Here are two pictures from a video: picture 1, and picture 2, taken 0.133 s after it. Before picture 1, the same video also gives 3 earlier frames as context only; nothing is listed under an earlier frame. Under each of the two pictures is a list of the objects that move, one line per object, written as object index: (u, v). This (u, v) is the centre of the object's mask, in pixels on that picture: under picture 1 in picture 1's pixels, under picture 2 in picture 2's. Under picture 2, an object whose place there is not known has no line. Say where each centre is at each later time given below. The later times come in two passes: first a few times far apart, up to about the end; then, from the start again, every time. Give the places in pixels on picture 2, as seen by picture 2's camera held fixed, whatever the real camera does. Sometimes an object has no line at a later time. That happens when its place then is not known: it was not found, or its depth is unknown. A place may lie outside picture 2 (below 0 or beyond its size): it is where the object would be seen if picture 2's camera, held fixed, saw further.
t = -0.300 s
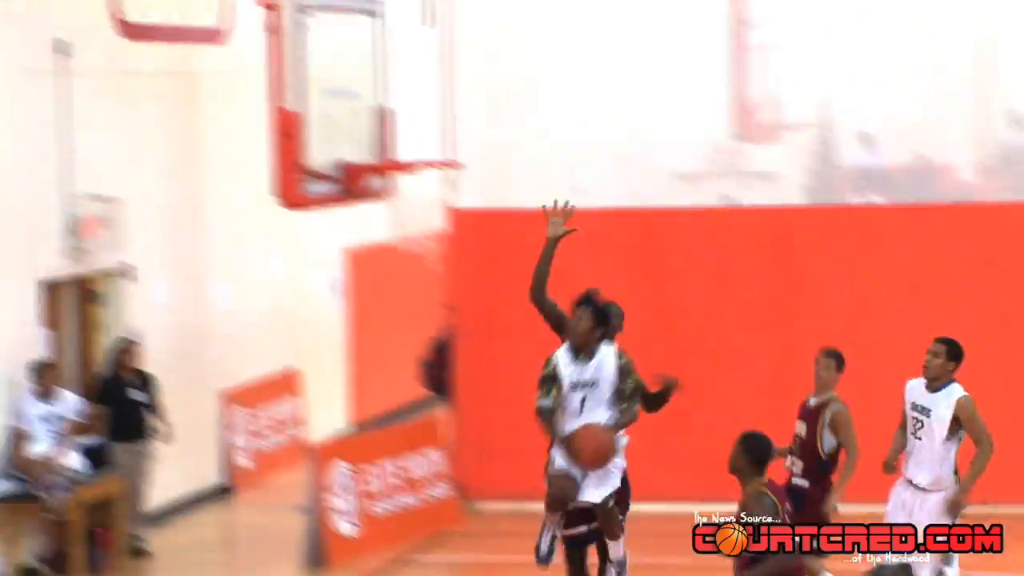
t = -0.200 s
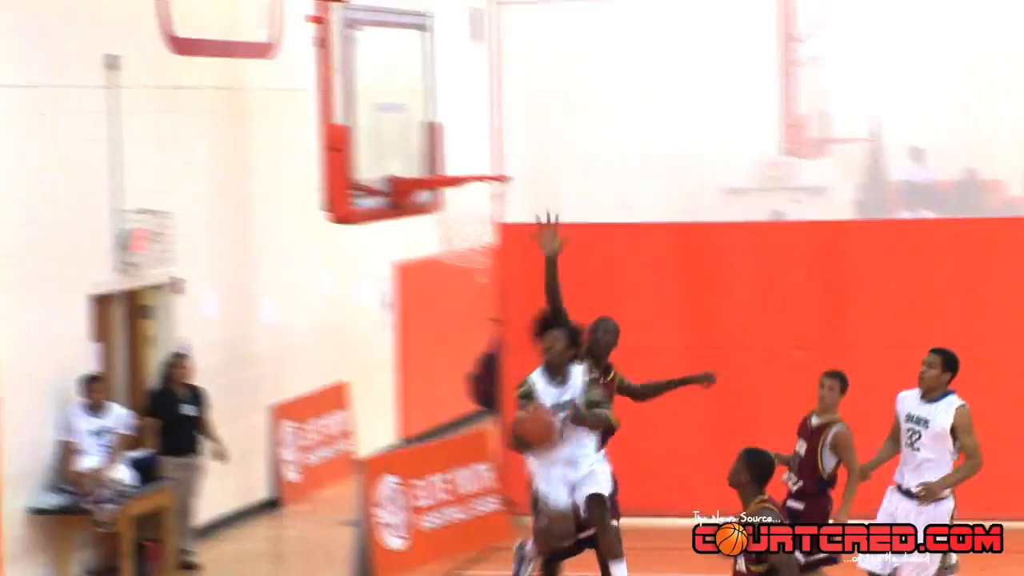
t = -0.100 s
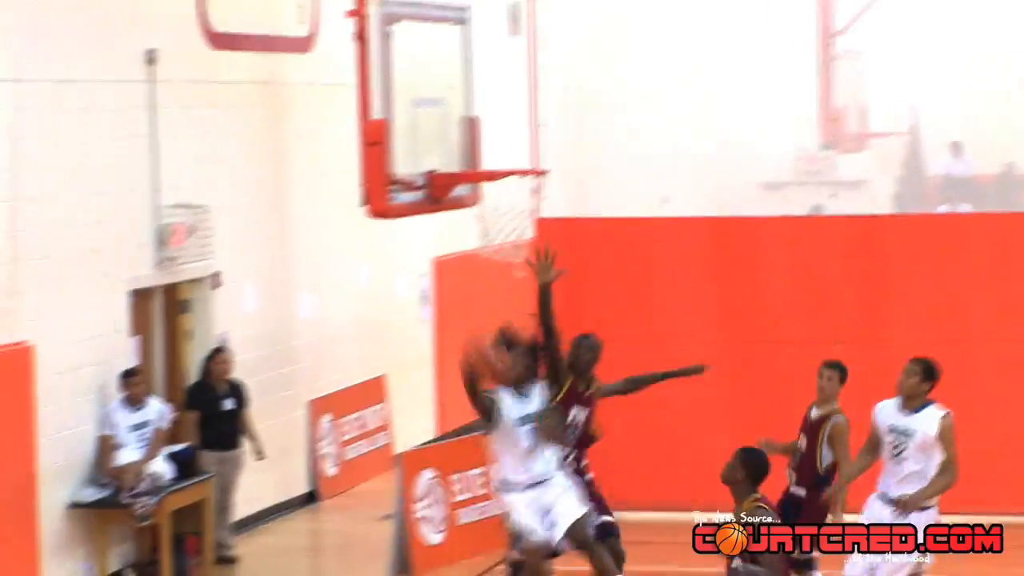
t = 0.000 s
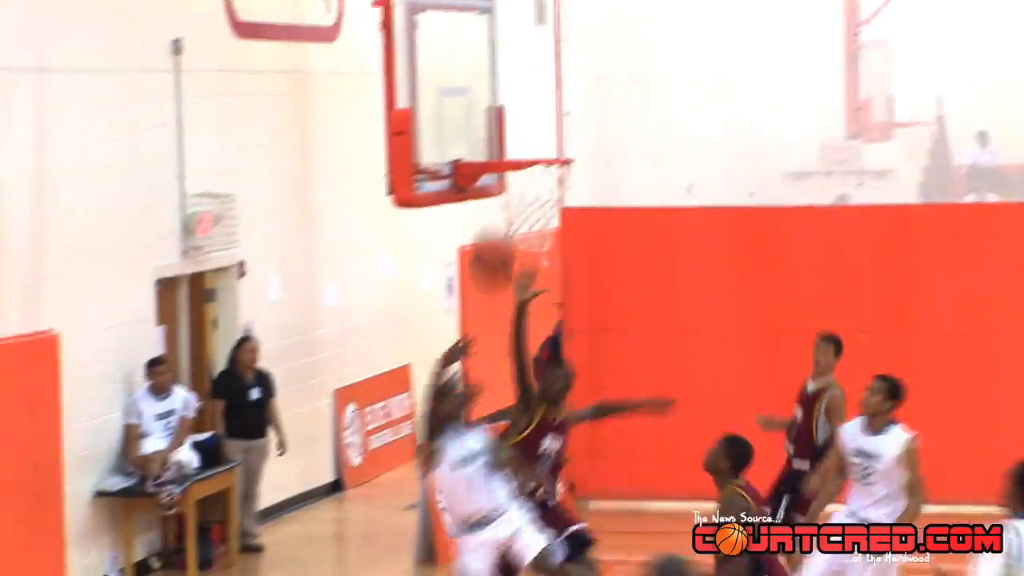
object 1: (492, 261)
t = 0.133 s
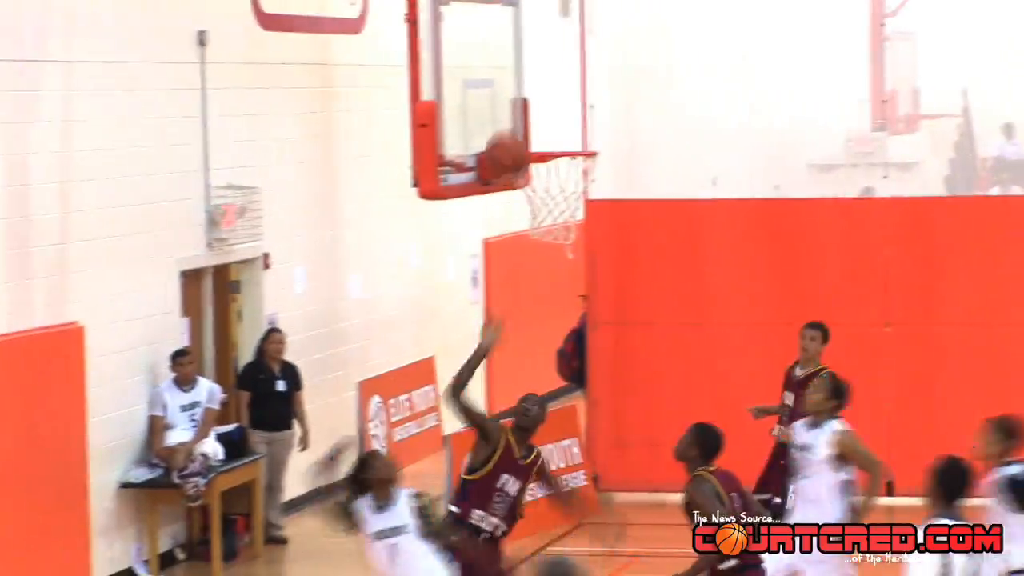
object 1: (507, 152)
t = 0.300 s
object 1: (497, 90)
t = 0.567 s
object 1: (531, 88)
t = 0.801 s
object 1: (559, 161)
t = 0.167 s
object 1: (505, 137)
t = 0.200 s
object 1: (503, 121)
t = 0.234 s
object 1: (501, 109)
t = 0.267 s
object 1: (498, 99)
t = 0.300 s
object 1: (497, 90)
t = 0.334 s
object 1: (495, 83)
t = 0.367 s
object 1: (497, 78)
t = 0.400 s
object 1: (502, 75)
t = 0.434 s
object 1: (508, 74)
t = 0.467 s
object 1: (513, 74)
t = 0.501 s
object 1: (519, 77)
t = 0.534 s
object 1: (525, 82)
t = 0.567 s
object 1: (531, 88)
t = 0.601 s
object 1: (536, 97)
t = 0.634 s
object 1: (543, 107)
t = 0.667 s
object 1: (550, 120)
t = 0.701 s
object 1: (555, 132)
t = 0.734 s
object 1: (557, 139)
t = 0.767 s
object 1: (558, 151)
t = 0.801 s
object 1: (559, 161)
